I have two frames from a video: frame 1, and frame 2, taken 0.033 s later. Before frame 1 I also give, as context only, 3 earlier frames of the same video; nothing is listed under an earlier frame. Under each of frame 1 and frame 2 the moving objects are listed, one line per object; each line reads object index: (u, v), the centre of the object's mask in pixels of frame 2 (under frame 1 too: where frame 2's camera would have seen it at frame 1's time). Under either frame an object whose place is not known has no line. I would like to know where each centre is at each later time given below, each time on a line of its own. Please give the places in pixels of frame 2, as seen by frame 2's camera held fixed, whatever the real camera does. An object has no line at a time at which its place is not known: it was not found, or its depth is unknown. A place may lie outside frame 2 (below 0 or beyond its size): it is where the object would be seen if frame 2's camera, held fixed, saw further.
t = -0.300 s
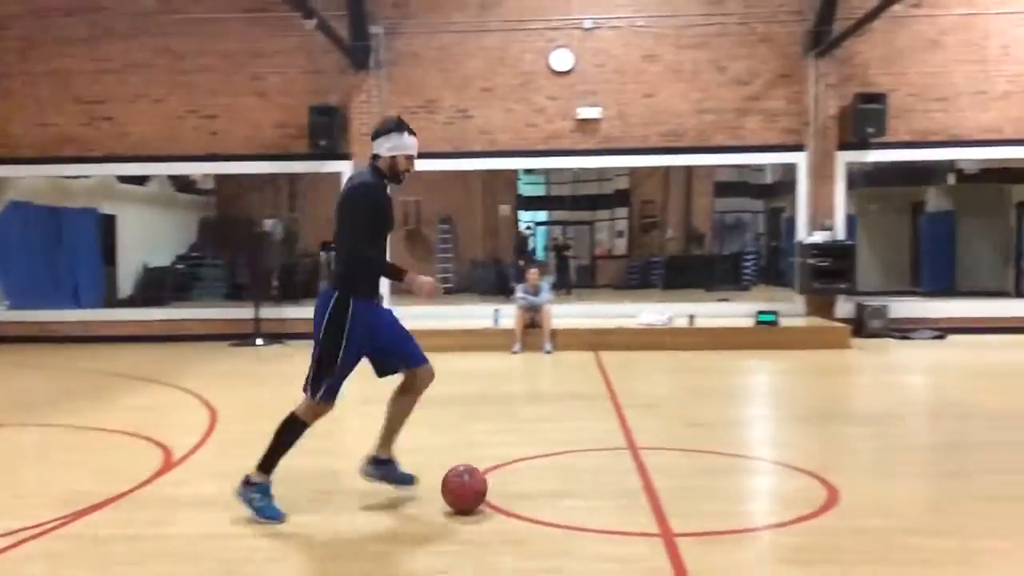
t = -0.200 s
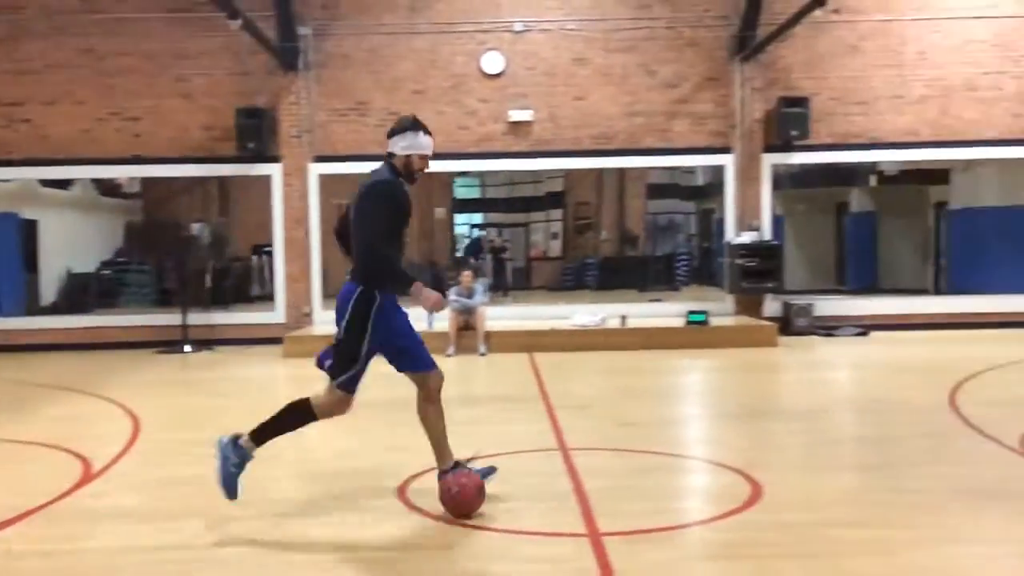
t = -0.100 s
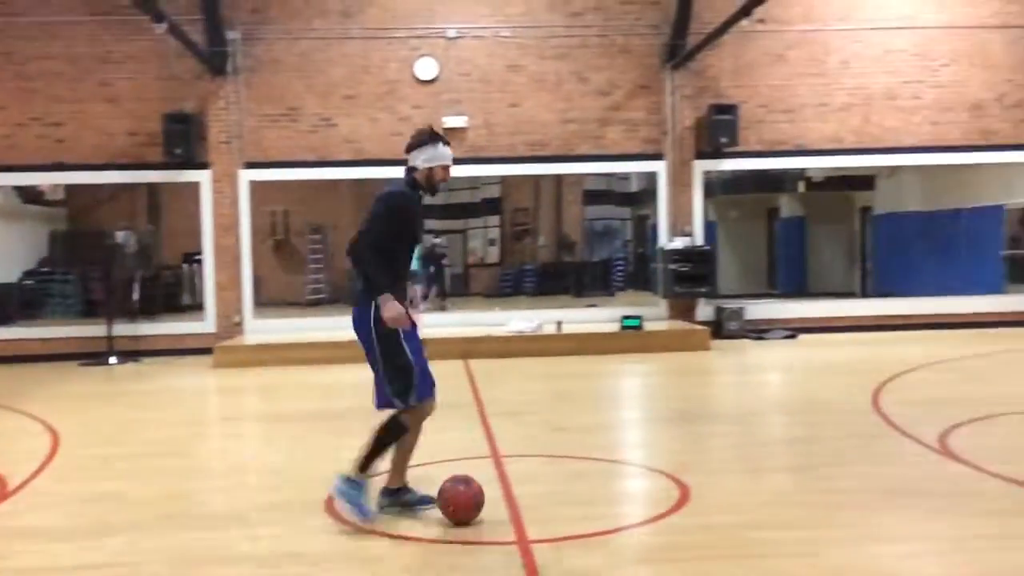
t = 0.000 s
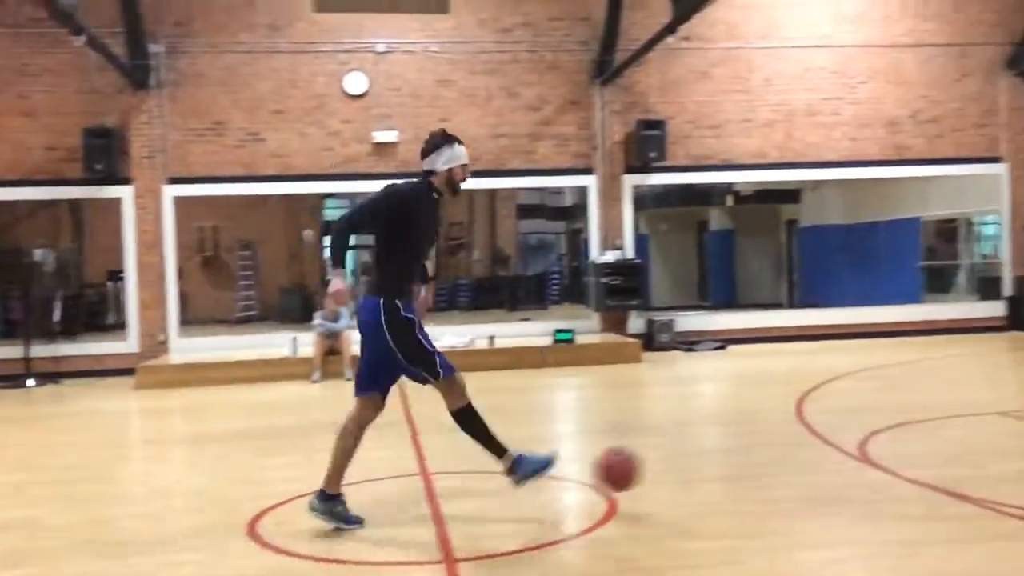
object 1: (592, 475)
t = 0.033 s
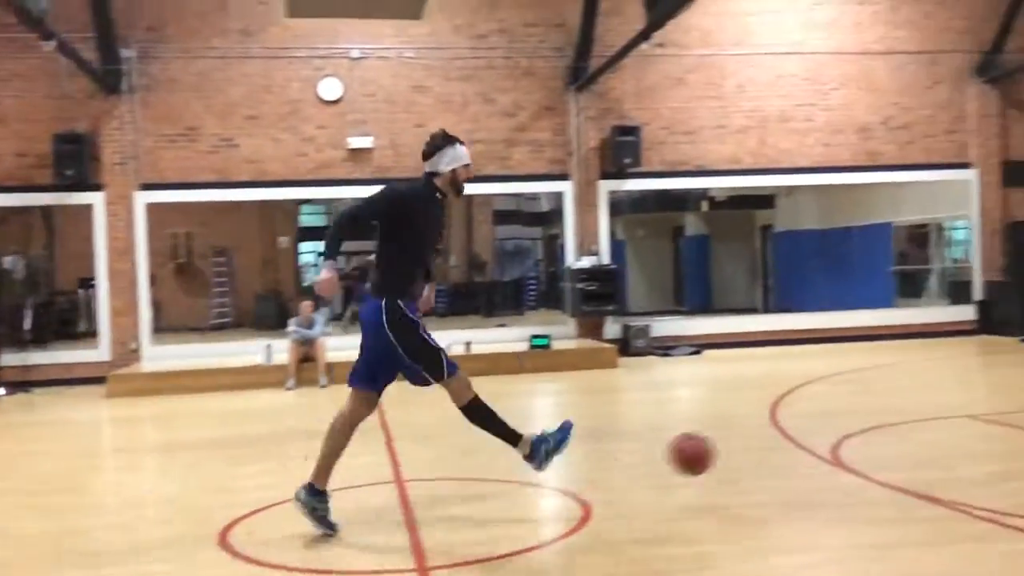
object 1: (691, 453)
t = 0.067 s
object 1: (785, 436)
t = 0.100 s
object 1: (874, 421)
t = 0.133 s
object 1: (958, 409)
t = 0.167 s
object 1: (1037, 401)
